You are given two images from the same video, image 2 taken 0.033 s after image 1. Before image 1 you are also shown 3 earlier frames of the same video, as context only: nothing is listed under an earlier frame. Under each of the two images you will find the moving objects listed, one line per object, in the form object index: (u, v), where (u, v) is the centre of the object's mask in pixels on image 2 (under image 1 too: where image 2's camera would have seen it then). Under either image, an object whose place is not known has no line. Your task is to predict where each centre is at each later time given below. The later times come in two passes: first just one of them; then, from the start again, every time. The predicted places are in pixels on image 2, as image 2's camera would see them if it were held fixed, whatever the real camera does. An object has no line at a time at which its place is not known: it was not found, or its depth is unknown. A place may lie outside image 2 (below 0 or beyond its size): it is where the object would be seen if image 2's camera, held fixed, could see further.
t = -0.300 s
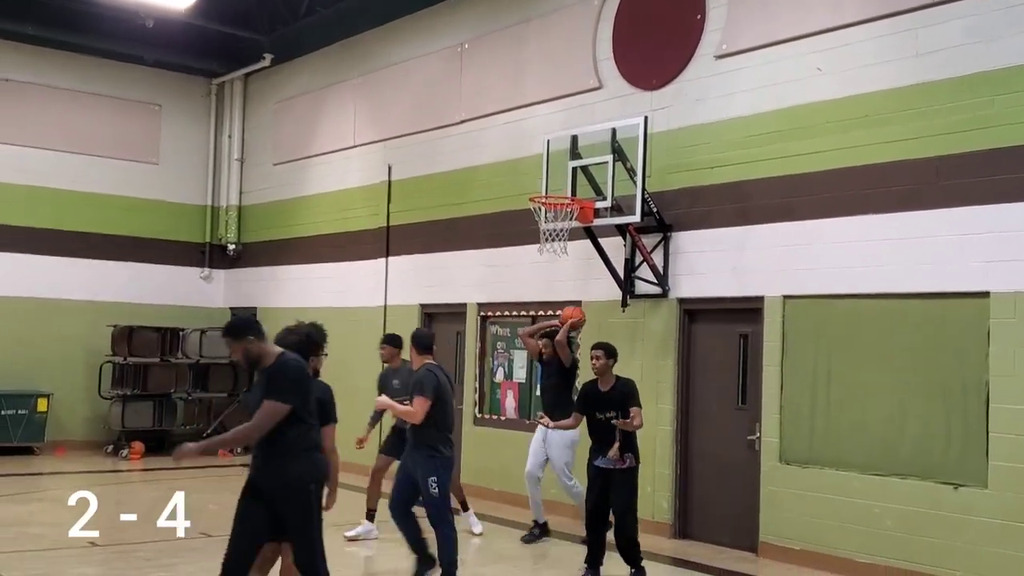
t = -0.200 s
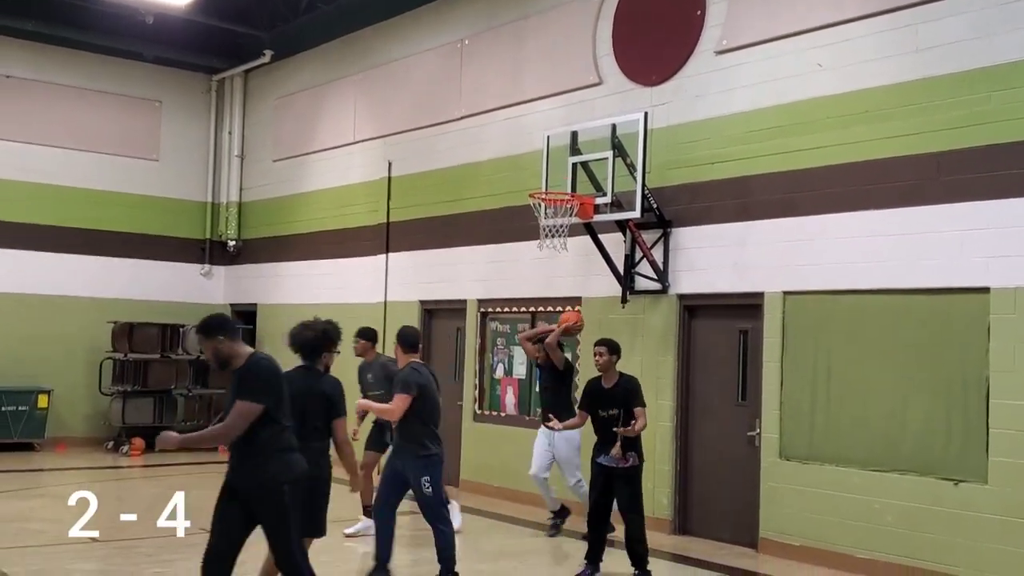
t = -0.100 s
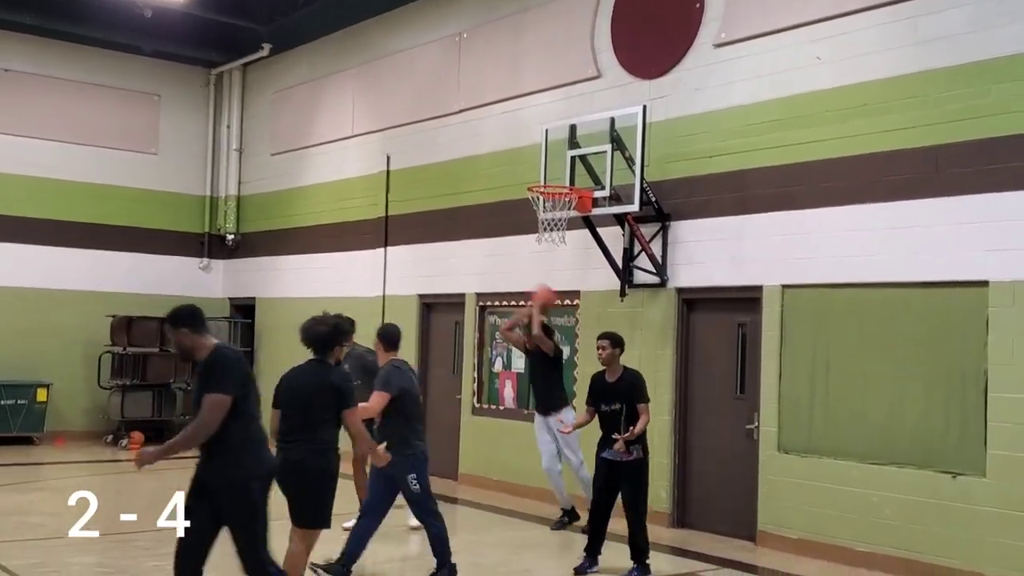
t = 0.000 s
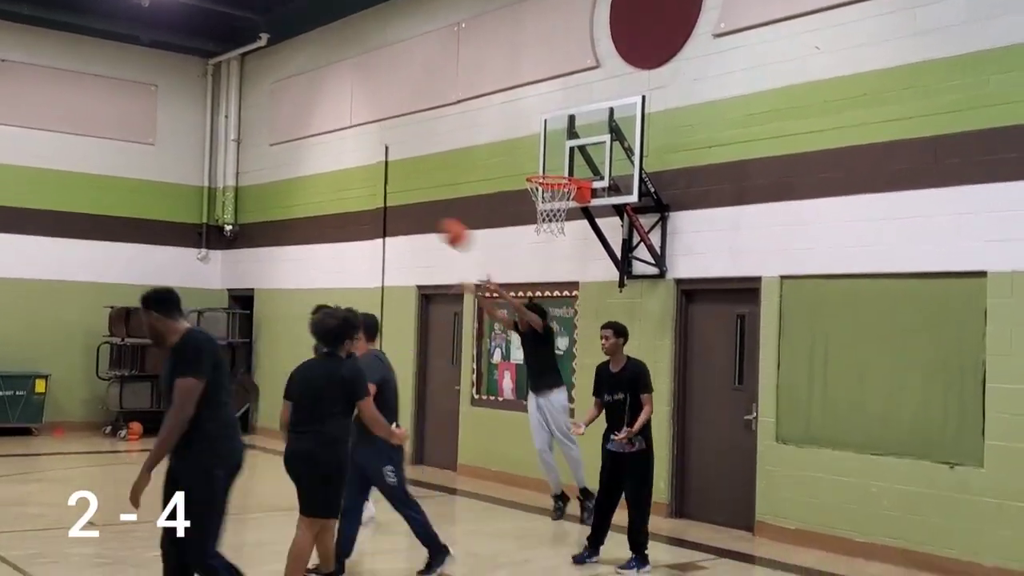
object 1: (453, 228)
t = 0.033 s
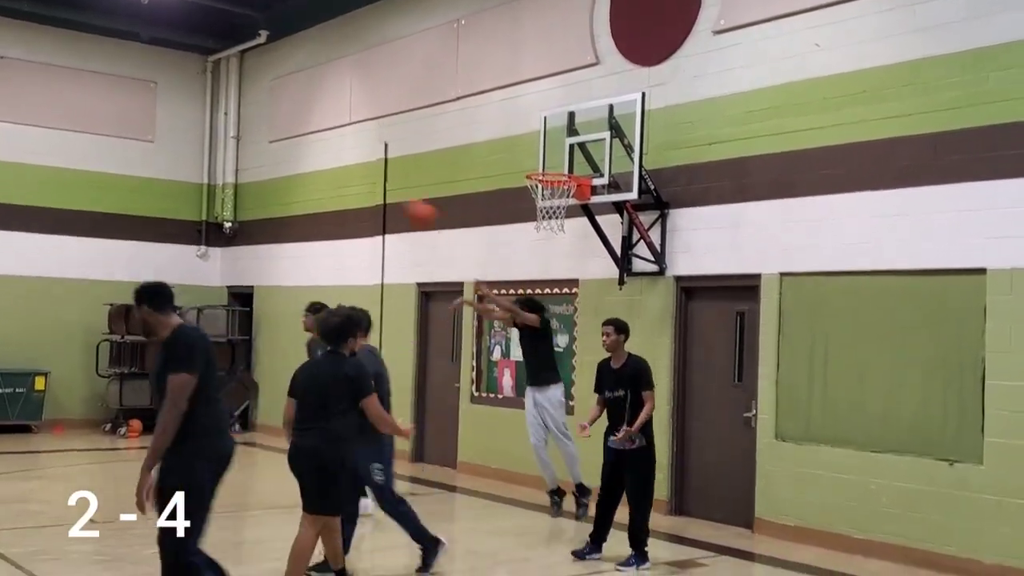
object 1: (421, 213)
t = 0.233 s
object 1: (186, 123)
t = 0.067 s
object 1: (383, 196)
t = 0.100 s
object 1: (346, 181)
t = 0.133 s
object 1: (306, 165)
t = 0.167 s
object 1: (267, 149)
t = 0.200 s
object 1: (228, 136)
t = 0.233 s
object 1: (186, 123)
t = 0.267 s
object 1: (143, 111)
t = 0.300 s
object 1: (99, 101)
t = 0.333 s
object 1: (54, 92)
